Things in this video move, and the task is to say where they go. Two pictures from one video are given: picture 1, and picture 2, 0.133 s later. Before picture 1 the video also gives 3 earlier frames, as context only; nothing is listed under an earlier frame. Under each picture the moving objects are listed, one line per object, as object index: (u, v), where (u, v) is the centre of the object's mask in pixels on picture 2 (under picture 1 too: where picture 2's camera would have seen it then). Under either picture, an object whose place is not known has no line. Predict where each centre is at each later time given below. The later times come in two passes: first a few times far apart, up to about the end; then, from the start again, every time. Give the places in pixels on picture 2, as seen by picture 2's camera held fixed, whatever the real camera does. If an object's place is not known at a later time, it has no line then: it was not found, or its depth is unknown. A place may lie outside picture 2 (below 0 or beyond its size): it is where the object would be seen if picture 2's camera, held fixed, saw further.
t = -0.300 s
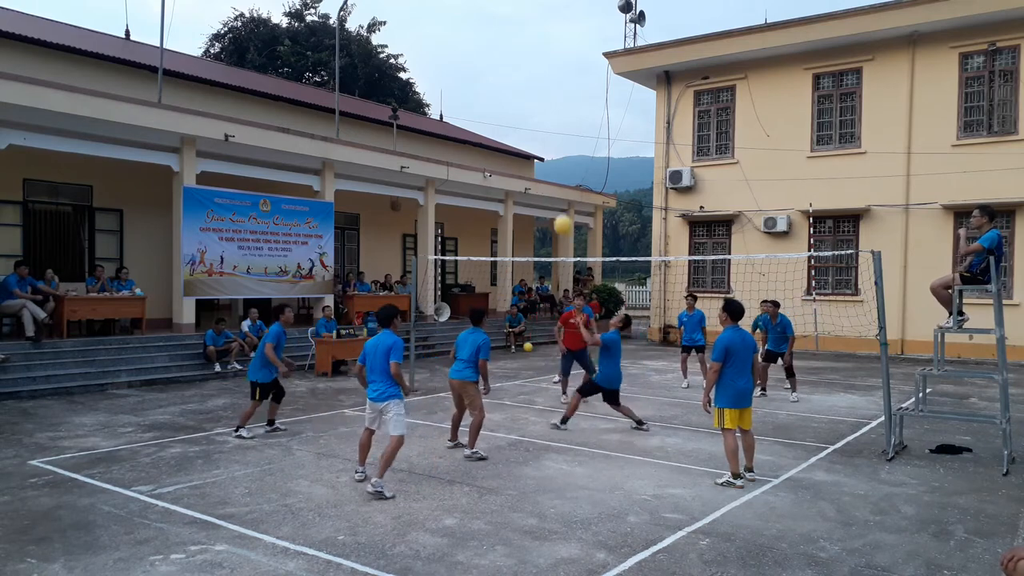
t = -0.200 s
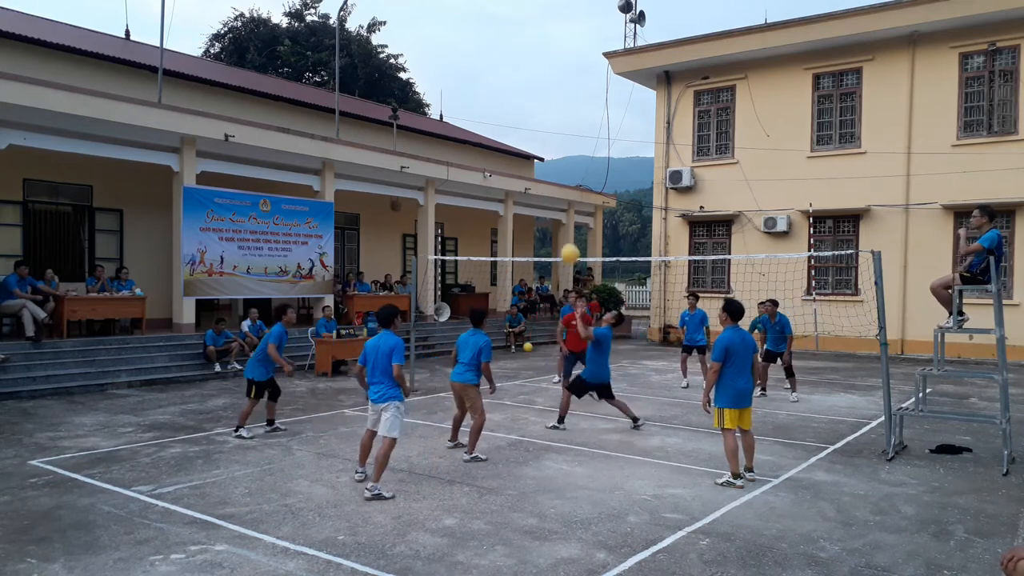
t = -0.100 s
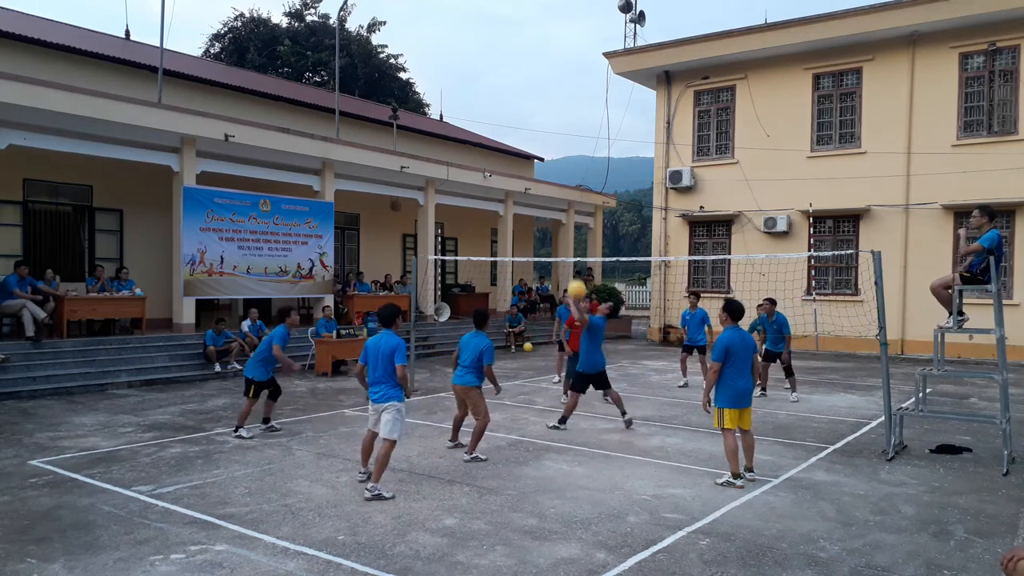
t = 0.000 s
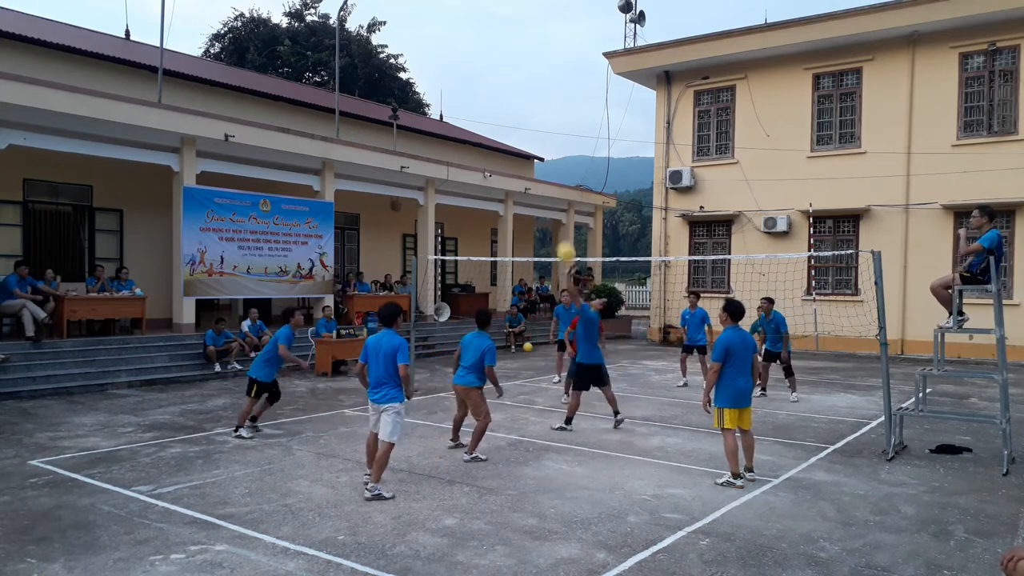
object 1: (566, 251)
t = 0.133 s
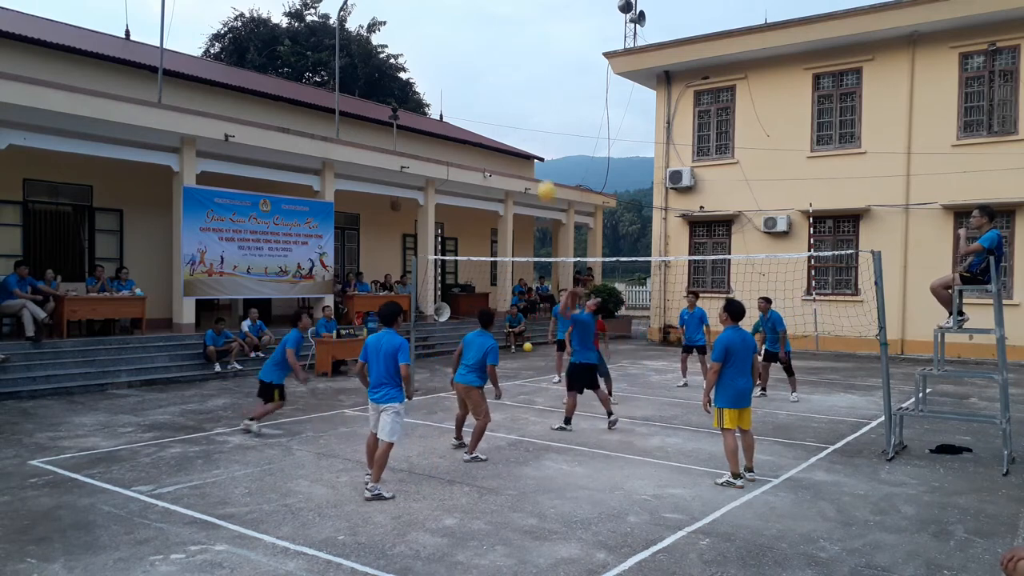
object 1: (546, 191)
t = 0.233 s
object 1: (534, 155)
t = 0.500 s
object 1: (503, 102)
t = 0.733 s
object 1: (478, 101)
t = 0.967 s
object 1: (454, 138)
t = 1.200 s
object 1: (433, 210)
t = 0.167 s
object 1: (542, 177)
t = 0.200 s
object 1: (537, 166)
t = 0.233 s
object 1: (534, 155)
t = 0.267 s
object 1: (530, 145)
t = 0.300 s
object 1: (526, 136)
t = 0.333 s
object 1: (522, 128)
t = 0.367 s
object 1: (518, 121)
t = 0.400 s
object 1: (514, 115)
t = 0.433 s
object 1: (511, 110)
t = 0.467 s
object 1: (507, 105)
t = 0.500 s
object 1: (503, 102)
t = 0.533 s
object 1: (499, 99)
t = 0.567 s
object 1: (496, 97)
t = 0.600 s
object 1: (492, 96)
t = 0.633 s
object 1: (488, 96)
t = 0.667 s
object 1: (485, 97)
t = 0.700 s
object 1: (481, 98)
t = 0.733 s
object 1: (478, 101)
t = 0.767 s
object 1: (474, 104)
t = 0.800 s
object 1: (471, 108)
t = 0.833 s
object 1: (468, 112)
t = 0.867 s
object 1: (464, 118)
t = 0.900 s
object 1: (461, 124)
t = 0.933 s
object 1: (457, 131)
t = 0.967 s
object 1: (454, 138)
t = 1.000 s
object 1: (451, 146)
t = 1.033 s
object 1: (447, 155)
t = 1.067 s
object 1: (444, 165)
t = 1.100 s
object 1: (441, 176)
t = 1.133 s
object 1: (438, 187)
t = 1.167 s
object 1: (435, 198)
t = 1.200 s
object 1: (433, 210)
